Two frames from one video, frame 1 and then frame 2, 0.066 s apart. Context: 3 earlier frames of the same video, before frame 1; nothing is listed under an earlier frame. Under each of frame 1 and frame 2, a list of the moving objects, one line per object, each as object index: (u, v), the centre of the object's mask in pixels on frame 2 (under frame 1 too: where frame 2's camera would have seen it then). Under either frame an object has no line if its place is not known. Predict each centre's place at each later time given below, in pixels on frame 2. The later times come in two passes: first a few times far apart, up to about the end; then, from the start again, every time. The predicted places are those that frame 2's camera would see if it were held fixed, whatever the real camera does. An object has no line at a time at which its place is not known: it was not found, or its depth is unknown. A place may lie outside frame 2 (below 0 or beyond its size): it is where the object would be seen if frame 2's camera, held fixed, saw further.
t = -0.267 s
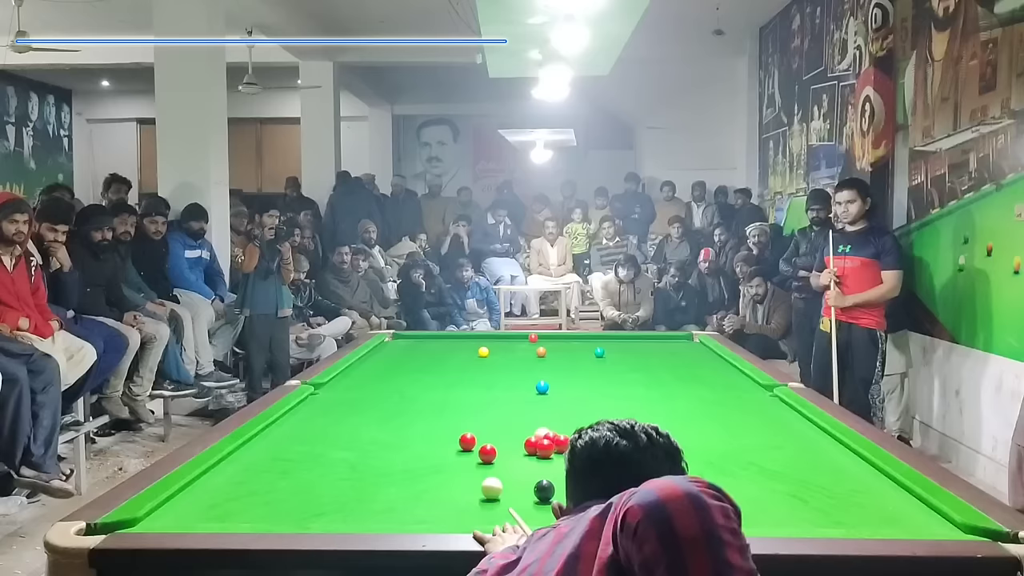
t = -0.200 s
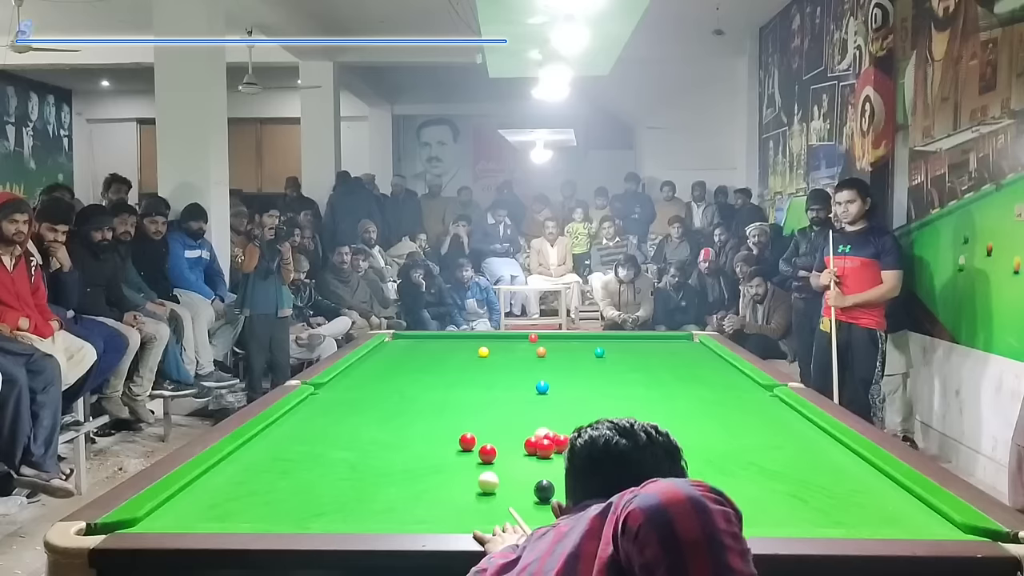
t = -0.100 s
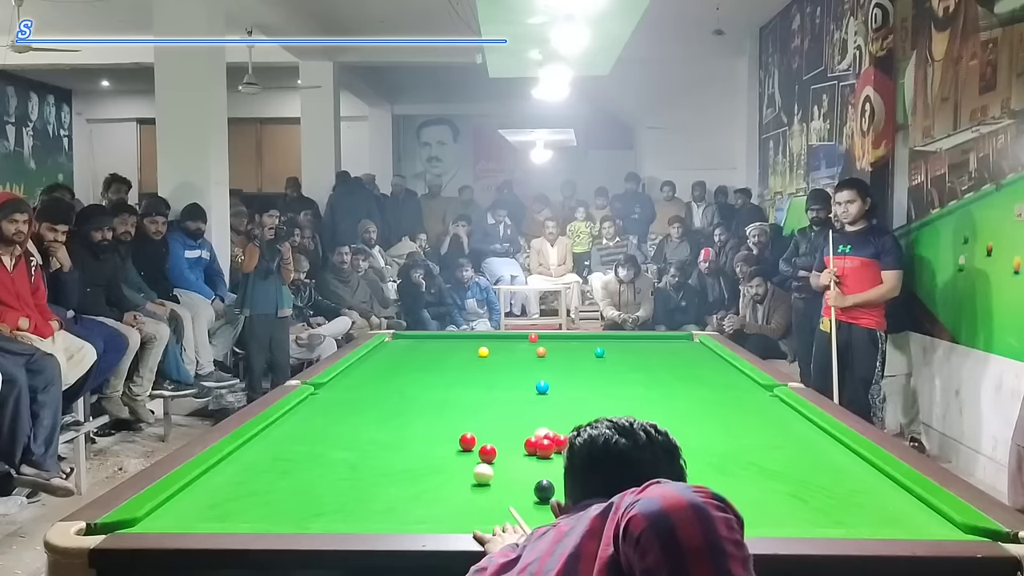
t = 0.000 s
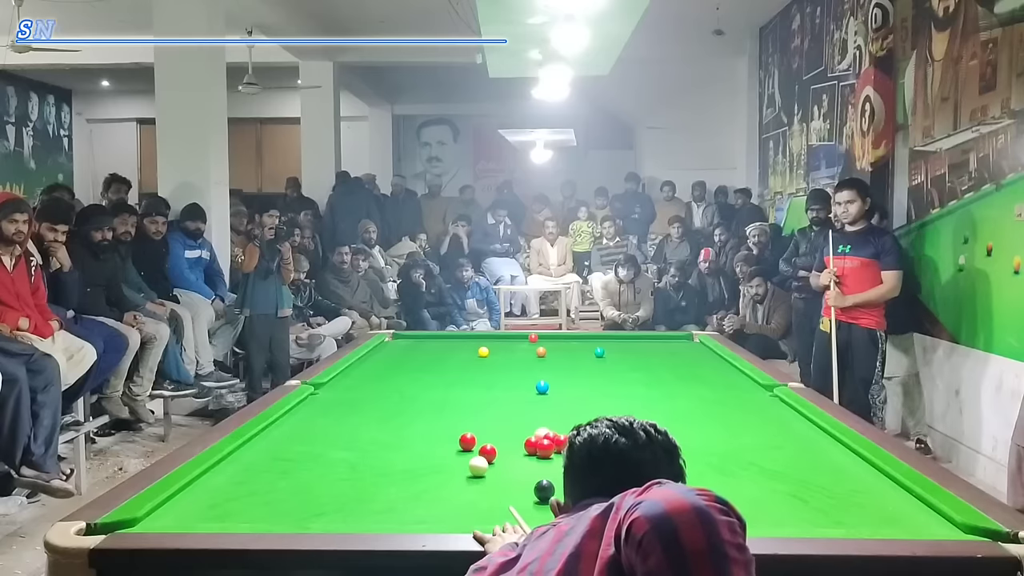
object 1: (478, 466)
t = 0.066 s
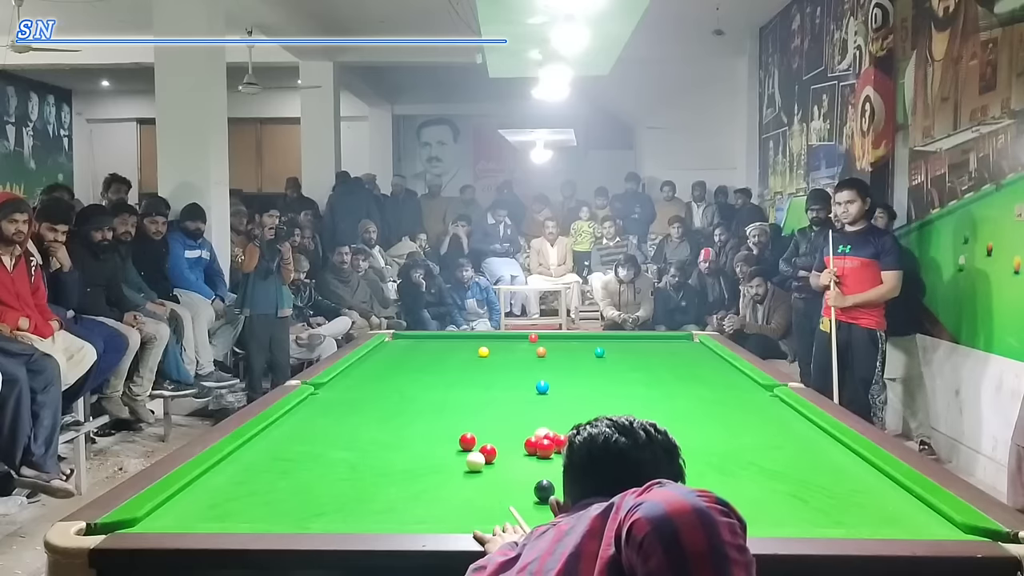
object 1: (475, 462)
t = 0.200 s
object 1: (466, 453)
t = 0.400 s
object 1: (446, 444)
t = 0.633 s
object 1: (426, 434)
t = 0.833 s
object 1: (411, 427)
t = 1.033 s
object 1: (397, 420)
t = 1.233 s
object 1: (385, 414)
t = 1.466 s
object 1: (372, 408)
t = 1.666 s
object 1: (362, 403)
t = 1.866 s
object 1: (353, 399)
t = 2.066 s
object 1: (345, 395)
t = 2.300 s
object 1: (337, 392)
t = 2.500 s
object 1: (330, 389)
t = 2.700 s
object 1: (324, 386)
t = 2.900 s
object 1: (325, 385)
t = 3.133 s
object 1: (333, 386)
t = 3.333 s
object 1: (338, 387)
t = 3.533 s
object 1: (343, 388)
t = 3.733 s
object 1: (347, 388)
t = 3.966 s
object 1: (351, 389)
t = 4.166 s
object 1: (354, 389)
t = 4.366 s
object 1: (355, 389)
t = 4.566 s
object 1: (356, 389)
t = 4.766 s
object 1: (355, 389)
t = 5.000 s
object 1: (355, 389)
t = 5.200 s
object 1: (355, 389)
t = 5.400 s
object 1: (355, 389)
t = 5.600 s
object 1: (355, 389)
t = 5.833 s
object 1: (355, 389)
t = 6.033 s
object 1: (355, 389)
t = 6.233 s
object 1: (355, 389)
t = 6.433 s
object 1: (355, 389)
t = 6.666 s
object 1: (355, 389)
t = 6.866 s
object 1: (355, 389)
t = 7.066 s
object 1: (355, 389)
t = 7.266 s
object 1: (355, 389)
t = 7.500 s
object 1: (355, 389)
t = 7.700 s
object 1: (355, 389)
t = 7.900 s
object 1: (355, 389)
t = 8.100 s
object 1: (355, 389)
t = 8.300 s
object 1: (355, 389)
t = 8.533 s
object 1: (355, 389)
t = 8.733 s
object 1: (355, 389)
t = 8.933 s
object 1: (355, 389)
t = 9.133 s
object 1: (355, 389)
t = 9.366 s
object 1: (355, 389)
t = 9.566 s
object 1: (355, 389)
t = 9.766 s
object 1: (355, 389)
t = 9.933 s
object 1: (355, 389)
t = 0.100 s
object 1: (474, 459)
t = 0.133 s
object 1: (472, 457)
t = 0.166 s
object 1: (469, 455)
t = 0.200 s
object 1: (466, 453)
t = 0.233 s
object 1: (462, 451)
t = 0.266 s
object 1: (459, 450)
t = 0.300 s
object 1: (455, 448)
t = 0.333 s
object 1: (452, 447)
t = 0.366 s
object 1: (450, 445)
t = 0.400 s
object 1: (446, 444)
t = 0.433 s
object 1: (443, 442)
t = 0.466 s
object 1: (440, 441)
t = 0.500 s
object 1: (437, 439)
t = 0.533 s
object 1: (434, 438)
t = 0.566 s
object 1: (431, 436)
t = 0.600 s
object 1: (429, 435)
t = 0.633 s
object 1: (426, 434)
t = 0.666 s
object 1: (423, 433)
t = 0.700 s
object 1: (421, 432)
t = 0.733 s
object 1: (418, 430)
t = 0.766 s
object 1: (416, 429)
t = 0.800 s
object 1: (413, 428)
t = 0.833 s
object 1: (411, 427)
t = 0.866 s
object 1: (408, 426)
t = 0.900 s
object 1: (406, 425)
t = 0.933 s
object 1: (404, 423)
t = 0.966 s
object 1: (401, 422)
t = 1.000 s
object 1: (399, 421)
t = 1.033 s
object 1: (397, 420)
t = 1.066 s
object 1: (395, 419)
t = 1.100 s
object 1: (393, 418)
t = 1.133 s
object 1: (391, 417)
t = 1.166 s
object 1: (389, 416)
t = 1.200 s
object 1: (387, 415)
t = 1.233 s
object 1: (385, 414)
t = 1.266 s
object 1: (383, 414)
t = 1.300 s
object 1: (381, 412)
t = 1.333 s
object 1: (379, 412)
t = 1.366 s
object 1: (377, 411)
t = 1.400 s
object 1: (376, 410)
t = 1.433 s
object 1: (374, 409)
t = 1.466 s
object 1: (372, 408)
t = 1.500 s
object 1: (370, 407)
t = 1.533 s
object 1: (369, 407)
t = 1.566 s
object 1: (367, 406)
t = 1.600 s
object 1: (365, 405)
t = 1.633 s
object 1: (364, 404)
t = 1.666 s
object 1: (362, 403)
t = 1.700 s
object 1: (361, 403)
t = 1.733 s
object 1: (359, 402)
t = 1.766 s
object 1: (358, 401)
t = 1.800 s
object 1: (356, 401)
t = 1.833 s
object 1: (355, 400)
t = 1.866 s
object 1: (353, 399)
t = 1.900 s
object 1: (352, 399)
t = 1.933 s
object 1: (350, 398)
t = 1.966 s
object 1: (349, 397)
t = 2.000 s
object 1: (348, 397)
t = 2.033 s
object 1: (346, 396)
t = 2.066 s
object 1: (345, 395)
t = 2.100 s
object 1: (344, 395)
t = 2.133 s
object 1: (343, 394)
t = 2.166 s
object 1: (341, 394)
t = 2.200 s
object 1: (340, 393)
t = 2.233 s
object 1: (339, 393)
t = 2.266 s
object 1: (338, 392)
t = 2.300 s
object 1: (337, 392)
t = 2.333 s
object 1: (336, 391)
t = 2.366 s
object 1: (335, 391)
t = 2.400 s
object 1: (333, 390)
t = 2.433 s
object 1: (332, 390)
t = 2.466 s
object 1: (331, 389)
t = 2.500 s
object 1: (330, 389)
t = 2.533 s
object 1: (329, 388)
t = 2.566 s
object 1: (328, 388)
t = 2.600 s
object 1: (327, 387)
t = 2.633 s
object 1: (326, 387)
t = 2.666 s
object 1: (325, 386)
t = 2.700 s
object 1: (324, 386)
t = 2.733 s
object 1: (323, 386)
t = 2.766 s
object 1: (322, 385)
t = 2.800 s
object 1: (321, 385)
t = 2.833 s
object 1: (323, 385)
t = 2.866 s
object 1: (324, 385)
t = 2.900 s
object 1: (325, 385)
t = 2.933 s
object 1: (326, 385)
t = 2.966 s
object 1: (327, 386)
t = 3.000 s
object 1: (328, 386)
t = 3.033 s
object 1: (329, 386)
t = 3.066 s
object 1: (331, 386)
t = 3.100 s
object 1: (332, 386)
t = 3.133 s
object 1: (333, 386)
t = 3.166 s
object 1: (334, 386)
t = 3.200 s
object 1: (334, 386)
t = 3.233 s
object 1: (336, 387)
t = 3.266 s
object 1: (336, 387)
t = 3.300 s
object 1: (337, 387)
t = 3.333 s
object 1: (338, 387)
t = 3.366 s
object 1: (339, 387)
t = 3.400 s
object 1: (340, 387)
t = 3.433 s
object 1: (341, 387)
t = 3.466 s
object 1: (342, 388)
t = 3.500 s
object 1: (342, 388)
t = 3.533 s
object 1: (343, 388)
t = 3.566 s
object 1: (344, 388)
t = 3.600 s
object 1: (345, 388)
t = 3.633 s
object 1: (346, 388)
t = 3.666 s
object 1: (346, 388)
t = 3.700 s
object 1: (347, 388)
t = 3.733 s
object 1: (347, 388)
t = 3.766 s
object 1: (348, 388)
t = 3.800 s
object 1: (349, 388)
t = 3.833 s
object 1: (349, 389)
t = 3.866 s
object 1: (350, 389)
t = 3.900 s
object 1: (350, 389)
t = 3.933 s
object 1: (351, 389)
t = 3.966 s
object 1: (351, 389)
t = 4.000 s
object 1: (352, 389)
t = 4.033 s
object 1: (352, 389)
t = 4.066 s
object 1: (353, 389)
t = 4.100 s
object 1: (353, 389)
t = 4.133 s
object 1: (353, 389)
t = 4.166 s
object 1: (354, 389)
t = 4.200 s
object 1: (354, 389)
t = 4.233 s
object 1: (354, 389)
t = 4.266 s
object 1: (354, 390)
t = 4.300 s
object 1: (354, 389)
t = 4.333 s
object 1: (354, 389)
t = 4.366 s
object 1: (355, 389)
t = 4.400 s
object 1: (355, 389)
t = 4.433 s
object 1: (355, 389)
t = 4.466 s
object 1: (355, 389)
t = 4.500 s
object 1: (355, 389)
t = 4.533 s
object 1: (355, 389)
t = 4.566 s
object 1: (356, 389)
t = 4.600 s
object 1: (356, 389)
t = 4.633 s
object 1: (356, 389)
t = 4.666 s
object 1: (356, 389)
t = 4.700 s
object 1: (356, 389)
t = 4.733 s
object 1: (355, 389)
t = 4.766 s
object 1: (355, 389)
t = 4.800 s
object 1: (355, 389)
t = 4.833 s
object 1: (355, 389)
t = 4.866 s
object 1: (355, 389)
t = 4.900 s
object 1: (355, 389)
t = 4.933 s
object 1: (355, 389)
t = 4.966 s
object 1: (355, 389)
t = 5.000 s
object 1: (355, 389)
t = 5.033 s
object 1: (355, 389)
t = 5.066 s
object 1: (355, 389)
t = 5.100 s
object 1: (355, 389)
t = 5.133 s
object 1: (355, 389)
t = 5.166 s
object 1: (355, 389)
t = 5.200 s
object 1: (355, 389)
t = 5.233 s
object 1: (355, 389)
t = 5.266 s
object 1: (355, 389)
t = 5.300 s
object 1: (355, 389)
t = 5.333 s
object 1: (355, 389)
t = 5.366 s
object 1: (355, 389)
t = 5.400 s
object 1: (355, 389)
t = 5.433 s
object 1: (355, 389)
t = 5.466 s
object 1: (355, 389)
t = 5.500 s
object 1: (355, 389)
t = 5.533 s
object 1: (355, 389)
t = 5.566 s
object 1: (355, 389)
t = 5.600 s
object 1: (355, 389)
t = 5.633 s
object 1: (355, 389)
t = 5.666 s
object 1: (355, 389)
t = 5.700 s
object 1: (355, 389)
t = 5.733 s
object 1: (355, 389)
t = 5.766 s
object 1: (355, 389)
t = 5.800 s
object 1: (355, 389)
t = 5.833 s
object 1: (355, 389)
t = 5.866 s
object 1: (355, 389)
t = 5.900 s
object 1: (355, 389)
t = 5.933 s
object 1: (355, 389)
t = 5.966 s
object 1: (355, 389)
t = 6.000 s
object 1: (355, 389)
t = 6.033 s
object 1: (355, 389)
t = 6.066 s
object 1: (355, 389)
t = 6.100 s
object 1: (355, 389)
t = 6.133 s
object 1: (355, 389)
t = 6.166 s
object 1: (355, 389)
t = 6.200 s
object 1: (355, 389)
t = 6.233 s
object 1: (355, 389)
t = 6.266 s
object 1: (355, 389)
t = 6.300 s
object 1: (355, 389)
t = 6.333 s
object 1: (355, 389)
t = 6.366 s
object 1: (355, 389)
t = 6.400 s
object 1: (355, 389)
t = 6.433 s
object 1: (355, 389)
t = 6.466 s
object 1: (355, 389)
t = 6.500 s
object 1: (355, 389)
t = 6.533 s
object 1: (355, 389)
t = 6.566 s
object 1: (355, 389)
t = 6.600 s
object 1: (355, 389)
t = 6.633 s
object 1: (355, 389)
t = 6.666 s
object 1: (355, 389)
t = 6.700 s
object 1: (355, 389)
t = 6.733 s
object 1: (355, 389)
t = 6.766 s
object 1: (355, 389)
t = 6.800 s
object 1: (355, 389)
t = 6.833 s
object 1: (355, 389)
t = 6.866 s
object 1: (355, 389)
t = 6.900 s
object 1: (355, 389)
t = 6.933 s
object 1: (355, 389)
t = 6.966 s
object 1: (355, 389)
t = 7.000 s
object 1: (355, 389)
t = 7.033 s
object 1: (355, 389)
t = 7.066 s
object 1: (355, 389)
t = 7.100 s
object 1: (355, 389)
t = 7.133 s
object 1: (355, 389)
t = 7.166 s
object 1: (355, 389)
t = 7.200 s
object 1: (355, 389)
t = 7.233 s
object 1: (355, 389)
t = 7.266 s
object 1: (355, 389)
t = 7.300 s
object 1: (355, 389)
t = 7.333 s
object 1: (355, 389)
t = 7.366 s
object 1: (355, 389)
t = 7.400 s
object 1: (355, 389)
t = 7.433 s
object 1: (355, 389)
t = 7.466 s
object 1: (355, 389)
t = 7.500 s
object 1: (355, 389)
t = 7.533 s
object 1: (355, 389)
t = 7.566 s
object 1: (355, 389)
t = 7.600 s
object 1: (355, 389)
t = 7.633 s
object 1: (355, 389)
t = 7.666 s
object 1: (355, 389)
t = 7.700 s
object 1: (355, 389)
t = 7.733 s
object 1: (355, 389)
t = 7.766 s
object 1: (355, 389)
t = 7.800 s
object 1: (355, 389)
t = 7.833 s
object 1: (355, 389)
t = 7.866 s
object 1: (355, 389)
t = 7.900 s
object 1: (355, 389)
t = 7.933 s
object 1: (355, 389)
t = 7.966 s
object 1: (355, 389)
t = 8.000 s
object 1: (355, 389)
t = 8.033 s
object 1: (355, 389)
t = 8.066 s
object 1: (355, 389)
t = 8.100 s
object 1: (355, 389)
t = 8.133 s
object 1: (355, 389)
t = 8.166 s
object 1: (355, 389)
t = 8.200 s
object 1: (355, 389)
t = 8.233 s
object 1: (355, 389)
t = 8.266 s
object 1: (355, 389)
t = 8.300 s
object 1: (355, 389)
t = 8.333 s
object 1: (355, 389)
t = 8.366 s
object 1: (355, 389)
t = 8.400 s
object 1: (355, 389)
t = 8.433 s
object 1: (355, 389)
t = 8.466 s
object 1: (355, 389)
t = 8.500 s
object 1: (355, 389)
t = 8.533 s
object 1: (355, 389)
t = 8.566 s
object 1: (355, 389)
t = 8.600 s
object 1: (355, 389)
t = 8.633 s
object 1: (355, 389)
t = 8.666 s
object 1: (355, 389)
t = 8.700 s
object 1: (355, 389)
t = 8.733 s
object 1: (355, 389)
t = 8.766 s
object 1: (355, 389)
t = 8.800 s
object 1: (355, 389)
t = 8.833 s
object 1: (355, 389)
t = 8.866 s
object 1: (355, 389)
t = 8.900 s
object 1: (355, 389)
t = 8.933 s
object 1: (355, 389)
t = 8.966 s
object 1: (355, 389)
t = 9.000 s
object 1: (355, 389)
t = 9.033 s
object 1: (355, 389)
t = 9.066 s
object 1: (355, 389)
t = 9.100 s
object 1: (355, 389)
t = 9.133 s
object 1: (355, 389)
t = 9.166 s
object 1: (355, 389)
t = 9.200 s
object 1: (355, 389)
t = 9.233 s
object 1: (355, 389)
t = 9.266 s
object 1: (355, 389)
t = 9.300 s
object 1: (355, 389)
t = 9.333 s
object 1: (355, 389)
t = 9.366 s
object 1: (355, 389)
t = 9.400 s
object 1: (355, 389)
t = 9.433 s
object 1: (355, 389)
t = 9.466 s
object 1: (355, 389)
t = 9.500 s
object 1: (355, 389)
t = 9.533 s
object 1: (355, 389)
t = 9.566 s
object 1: (355, 389)
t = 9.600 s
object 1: (355, 389)
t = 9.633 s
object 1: (355, 389)
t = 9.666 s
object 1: (355, 389)
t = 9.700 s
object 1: (355, 389)
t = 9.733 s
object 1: (355, 389)
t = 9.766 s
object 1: (355, 389)
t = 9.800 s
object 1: (355, 389)
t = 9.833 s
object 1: (355, 389)
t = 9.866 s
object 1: (355, 389)
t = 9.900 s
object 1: (355, 389)
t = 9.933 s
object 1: (355, 389)
